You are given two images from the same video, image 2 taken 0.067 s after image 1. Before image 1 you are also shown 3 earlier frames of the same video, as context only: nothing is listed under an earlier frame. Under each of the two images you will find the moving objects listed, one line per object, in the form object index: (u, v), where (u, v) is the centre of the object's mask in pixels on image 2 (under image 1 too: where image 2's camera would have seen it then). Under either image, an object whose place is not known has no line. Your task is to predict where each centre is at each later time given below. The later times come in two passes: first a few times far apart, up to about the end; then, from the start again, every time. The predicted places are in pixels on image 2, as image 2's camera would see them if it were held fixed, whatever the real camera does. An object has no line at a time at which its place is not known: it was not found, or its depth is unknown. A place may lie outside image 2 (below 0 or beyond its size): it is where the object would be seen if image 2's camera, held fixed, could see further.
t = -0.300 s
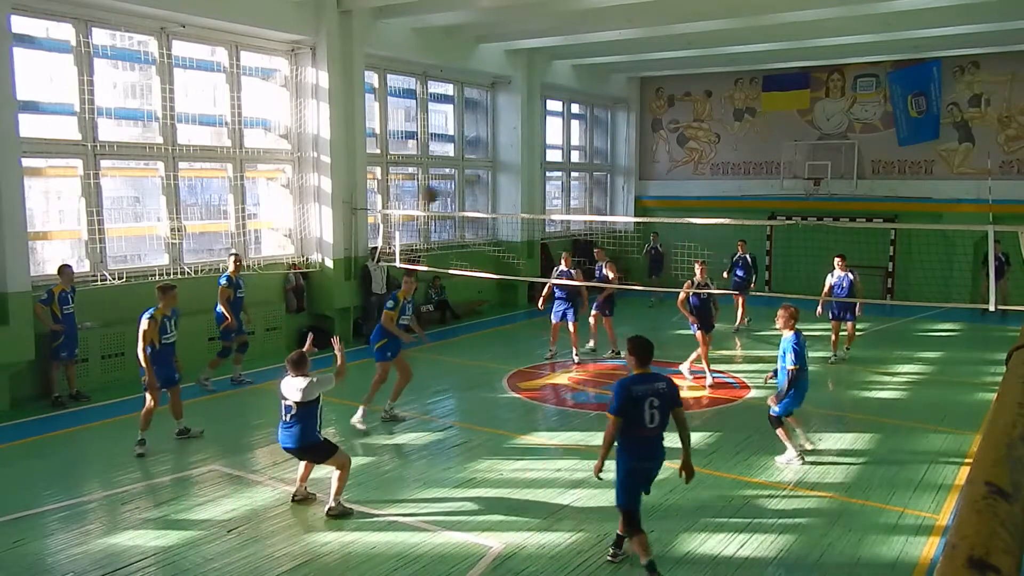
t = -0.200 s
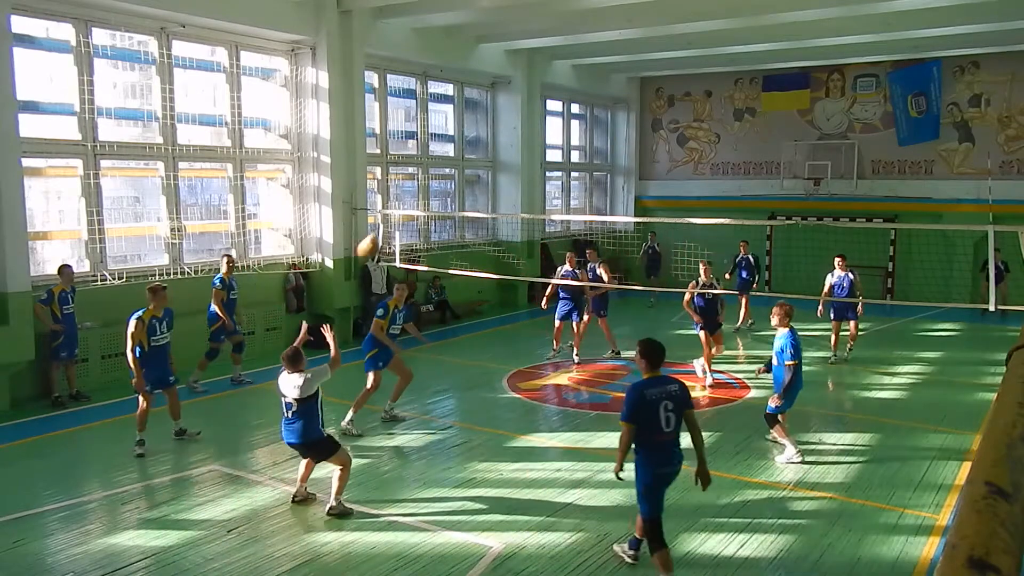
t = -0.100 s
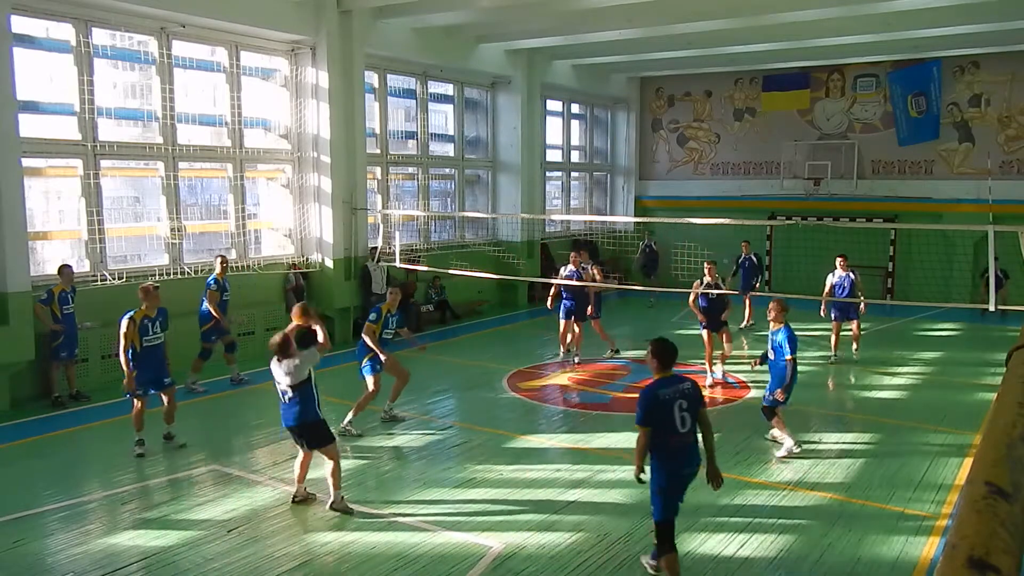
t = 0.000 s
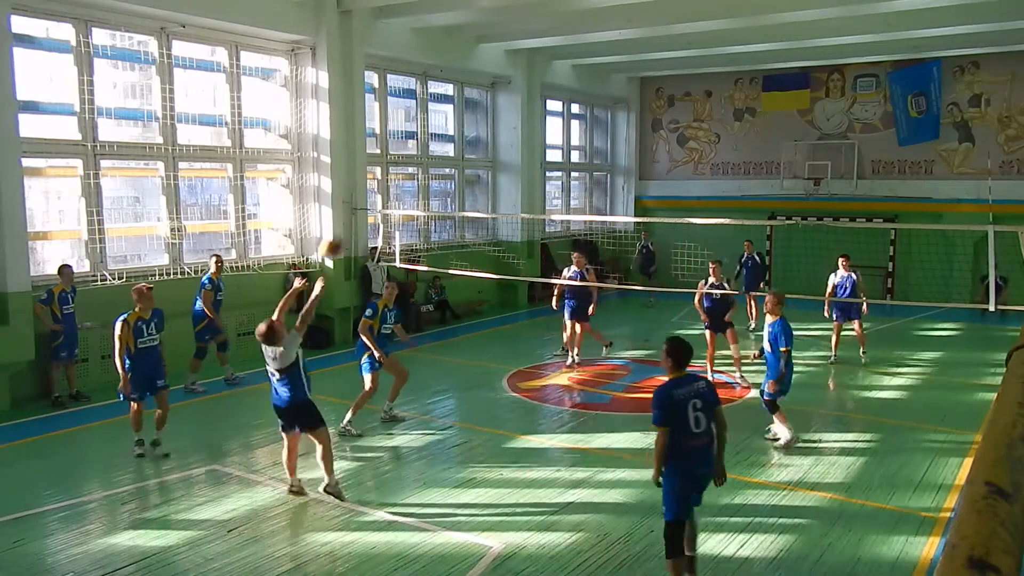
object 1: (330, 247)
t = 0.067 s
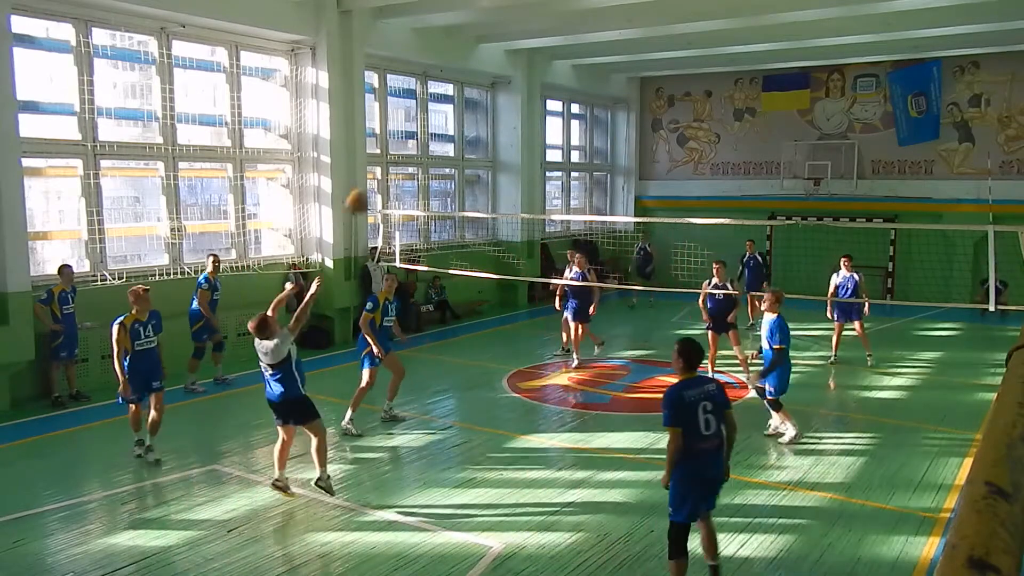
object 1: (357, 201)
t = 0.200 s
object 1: (407, 133)
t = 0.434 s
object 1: (486, 63)
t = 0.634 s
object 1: (546, 53)
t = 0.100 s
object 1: (369, 182)
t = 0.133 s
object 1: (383, 163)
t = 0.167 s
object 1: (396, 148)
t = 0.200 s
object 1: (407, 133)
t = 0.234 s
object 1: (419, 118)
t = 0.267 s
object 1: (431, 106)
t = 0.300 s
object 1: (441, 95)
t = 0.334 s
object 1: (453, 85)
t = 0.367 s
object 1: (464, 77)
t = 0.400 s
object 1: (475, 69)
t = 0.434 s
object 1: (486, 63)
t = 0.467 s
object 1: (497, 59)
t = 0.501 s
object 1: (507, 55)
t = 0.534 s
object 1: (517, 53)
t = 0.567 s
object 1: (527, 52)
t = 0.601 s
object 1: (537, 52)
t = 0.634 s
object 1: (546, 53)
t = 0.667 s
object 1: (555, 56)
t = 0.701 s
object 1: (565, 59)
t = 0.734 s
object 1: (573, 63)
